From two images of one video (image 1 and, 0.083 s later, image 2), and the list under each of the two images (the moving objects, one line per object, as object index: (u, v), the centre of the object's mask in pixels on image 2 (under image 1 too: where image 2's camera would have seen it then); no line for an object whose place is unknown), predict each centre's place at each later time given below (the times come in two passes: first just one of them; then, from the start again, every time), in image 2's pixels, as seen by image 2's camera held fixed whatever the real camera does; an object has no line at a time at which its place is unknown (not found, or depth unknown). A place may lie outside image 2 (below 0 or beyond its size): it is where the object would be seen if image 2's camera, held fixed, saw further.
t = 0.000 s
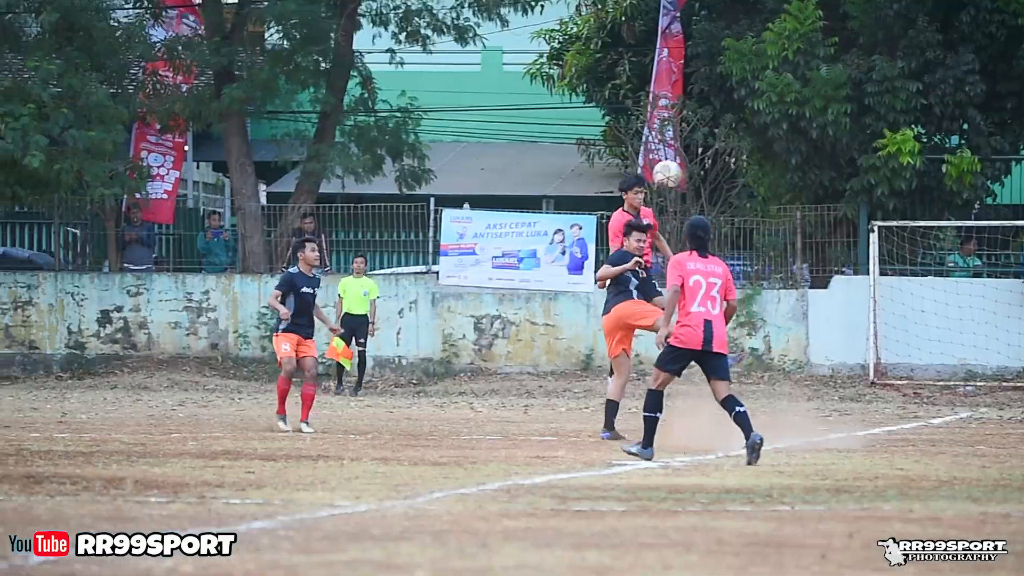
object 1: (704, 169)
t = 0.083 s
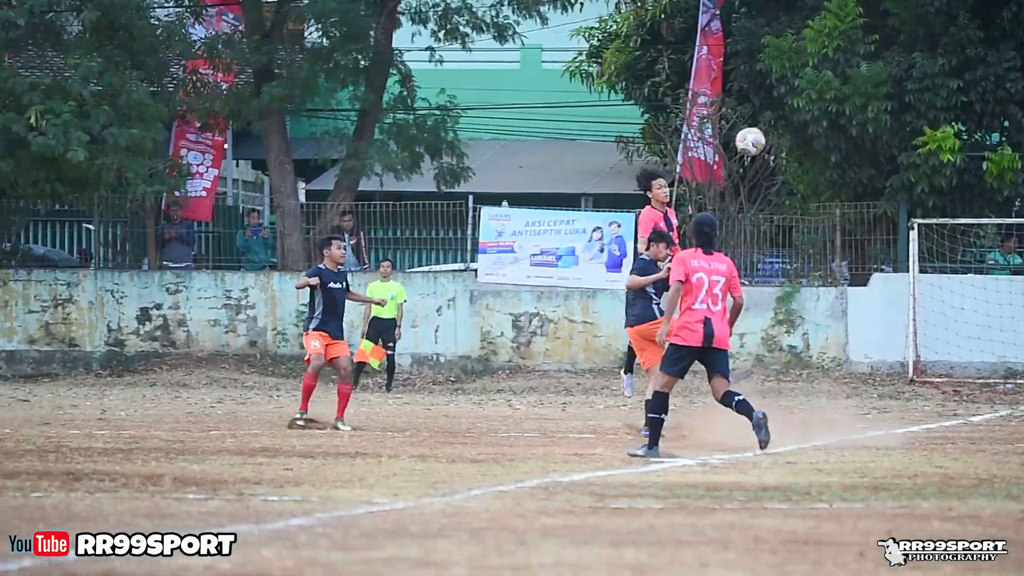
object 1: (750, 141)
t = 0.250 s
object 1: (837, 111)
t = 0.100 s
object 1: (761, 136)
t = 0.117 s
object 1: (770, 132)
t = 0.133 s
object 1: (779, 128)
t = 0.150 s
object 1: (786, 126)
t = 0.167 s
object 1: (795, 123)
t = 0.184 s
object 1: (803, 120)
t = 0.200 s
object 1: (811, 118)
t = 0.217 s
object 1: (820, 115)
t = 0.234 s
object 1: (828, 113)
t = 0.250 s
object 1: (837, 111)
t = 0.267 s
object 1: (846, 110)
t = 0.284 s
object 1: (854, 109)
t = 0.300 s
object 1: (864, 108)
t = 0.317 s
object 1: (873, 108)
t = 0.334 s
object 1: (881, 108)
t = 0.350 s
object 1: (889, 108)
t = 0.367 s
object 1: (898, 108)
